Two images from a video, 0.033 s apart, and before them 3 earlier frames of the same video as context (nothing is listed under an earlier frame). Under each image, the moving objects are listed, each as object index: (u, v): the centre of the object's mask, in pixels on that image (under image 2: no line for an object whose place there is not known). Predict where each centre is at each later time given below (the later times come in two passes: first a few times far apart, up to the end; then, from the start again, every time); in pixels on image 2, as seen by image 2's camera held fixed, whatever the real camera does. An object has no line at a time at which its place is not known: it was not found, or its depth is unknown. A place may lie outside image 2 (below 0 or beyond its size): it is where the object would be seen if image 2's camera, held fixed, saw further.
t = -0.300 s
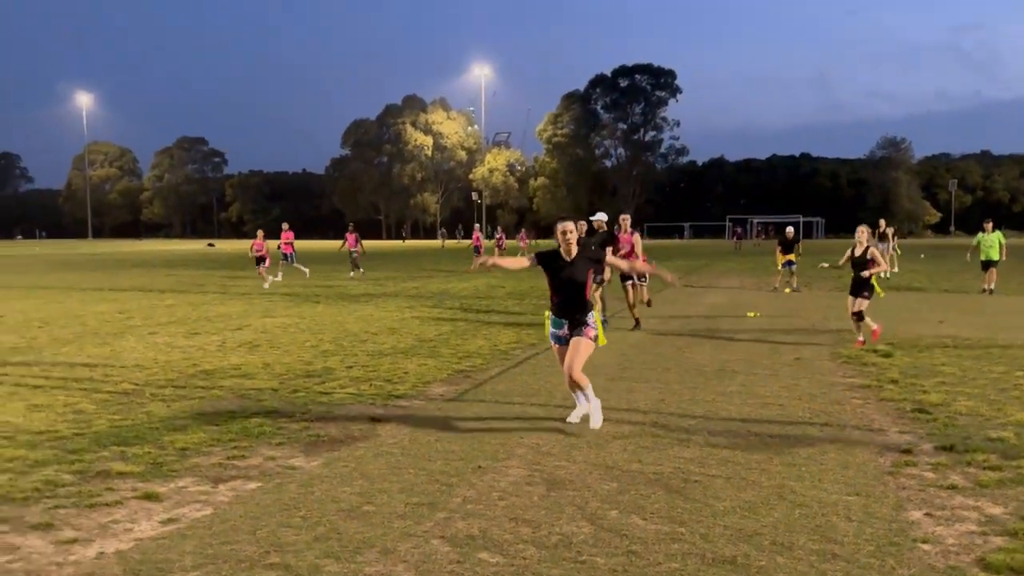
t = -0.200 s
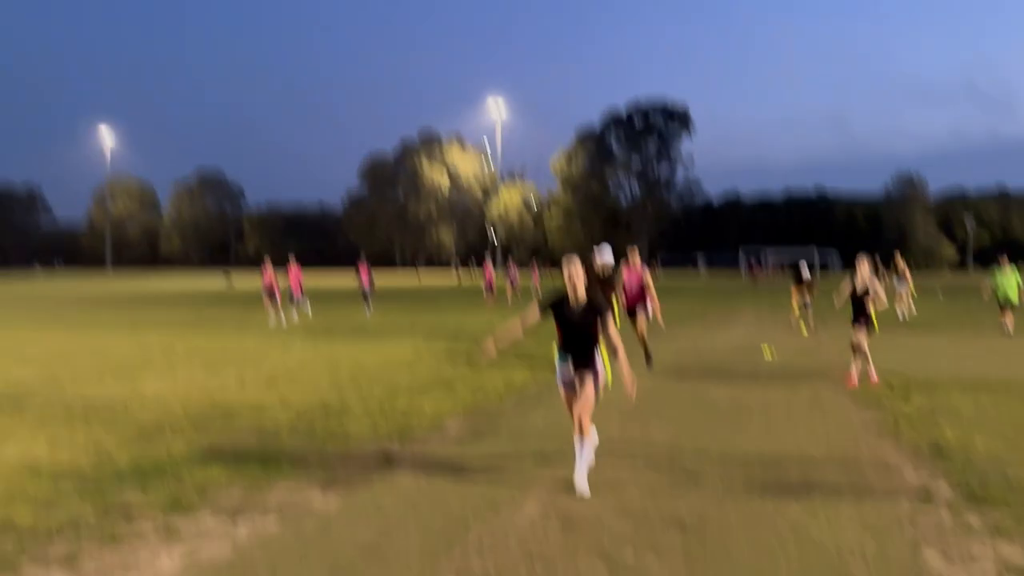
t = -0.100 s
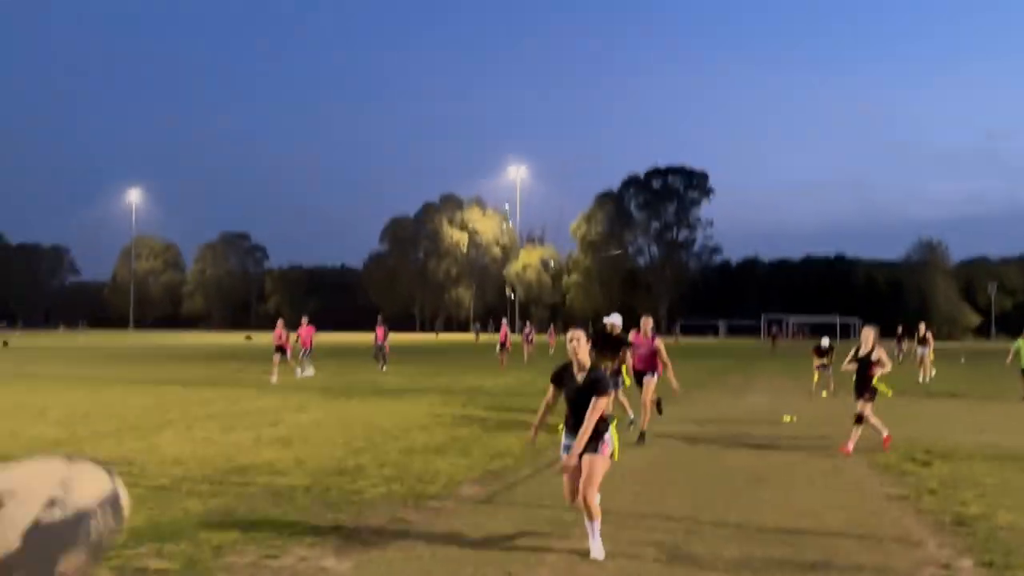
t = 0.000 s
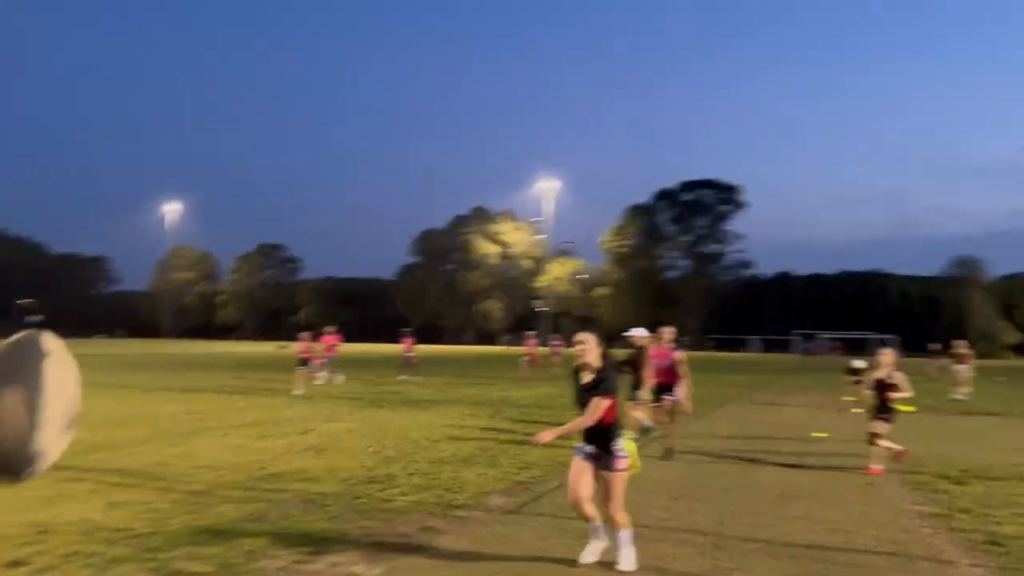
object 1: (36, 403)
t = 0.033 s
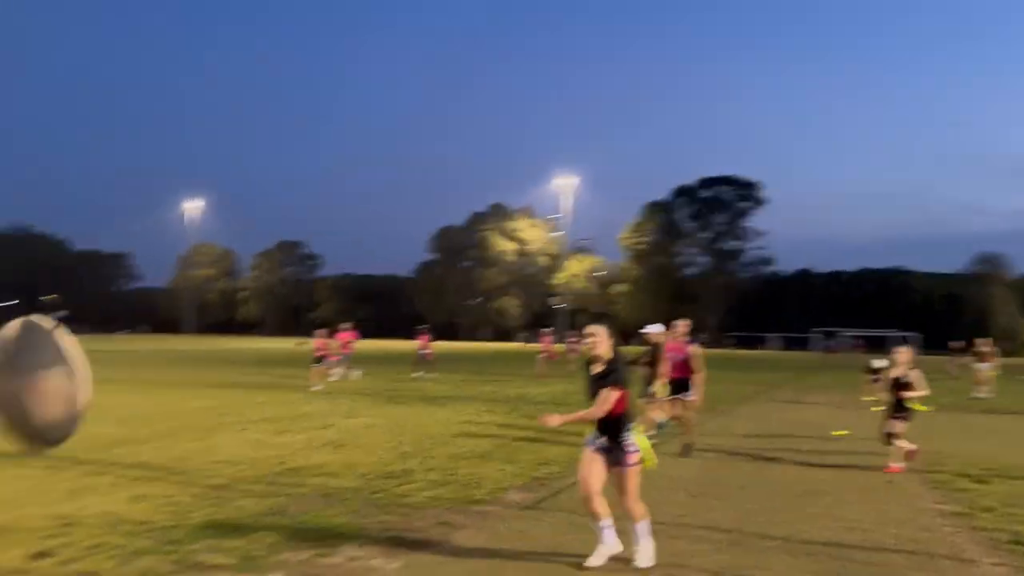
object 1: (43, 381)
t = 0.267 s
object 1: (-23, 408)
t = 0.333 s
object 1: (-41, 440)
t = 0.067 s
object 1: (27, 372)
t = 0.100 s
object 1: (17, 370)
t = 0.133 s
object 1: (8, 372)
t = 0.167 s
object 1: (1, 378)
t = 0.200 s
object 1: (-6, 385)
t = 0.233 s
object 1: (-15, 395)
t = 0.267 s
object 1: (-23, 408)
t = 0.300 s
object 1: (-33, 423)
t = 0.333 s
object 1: (-41, 440)
